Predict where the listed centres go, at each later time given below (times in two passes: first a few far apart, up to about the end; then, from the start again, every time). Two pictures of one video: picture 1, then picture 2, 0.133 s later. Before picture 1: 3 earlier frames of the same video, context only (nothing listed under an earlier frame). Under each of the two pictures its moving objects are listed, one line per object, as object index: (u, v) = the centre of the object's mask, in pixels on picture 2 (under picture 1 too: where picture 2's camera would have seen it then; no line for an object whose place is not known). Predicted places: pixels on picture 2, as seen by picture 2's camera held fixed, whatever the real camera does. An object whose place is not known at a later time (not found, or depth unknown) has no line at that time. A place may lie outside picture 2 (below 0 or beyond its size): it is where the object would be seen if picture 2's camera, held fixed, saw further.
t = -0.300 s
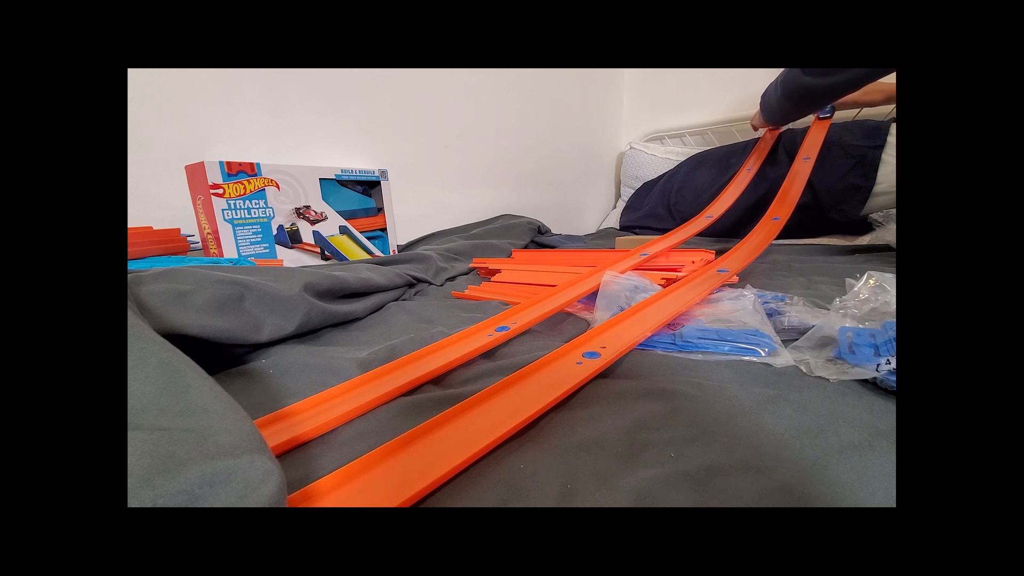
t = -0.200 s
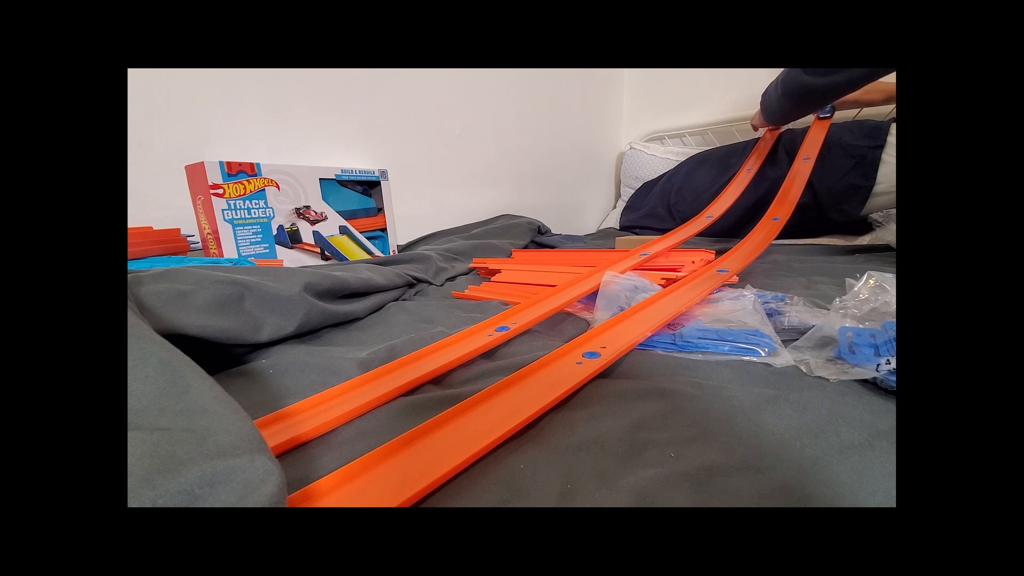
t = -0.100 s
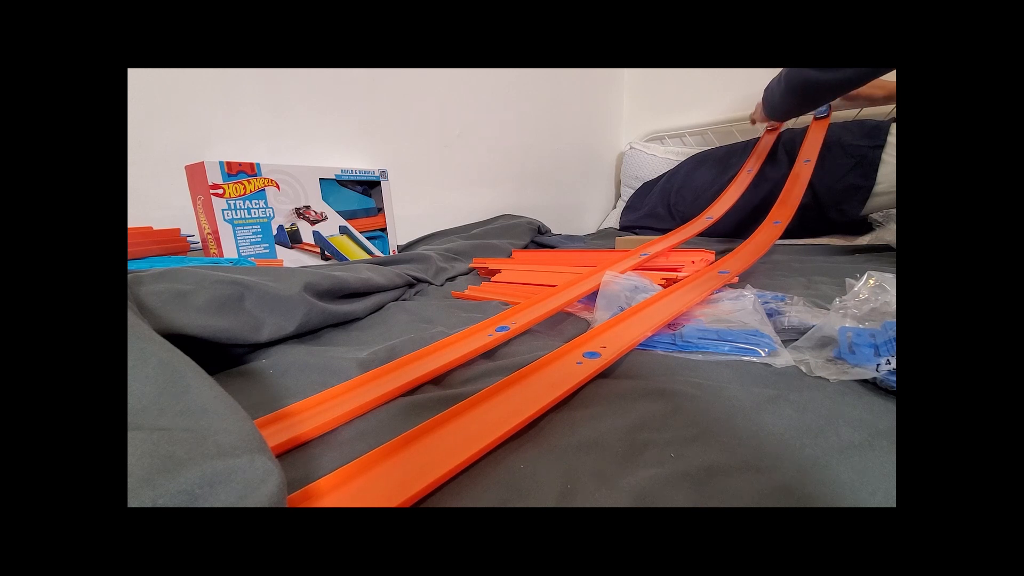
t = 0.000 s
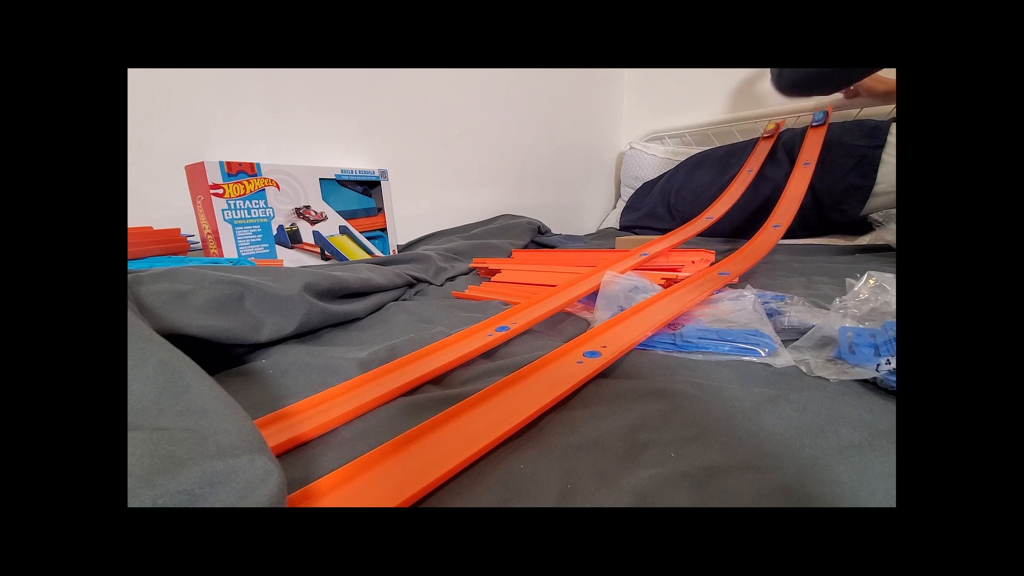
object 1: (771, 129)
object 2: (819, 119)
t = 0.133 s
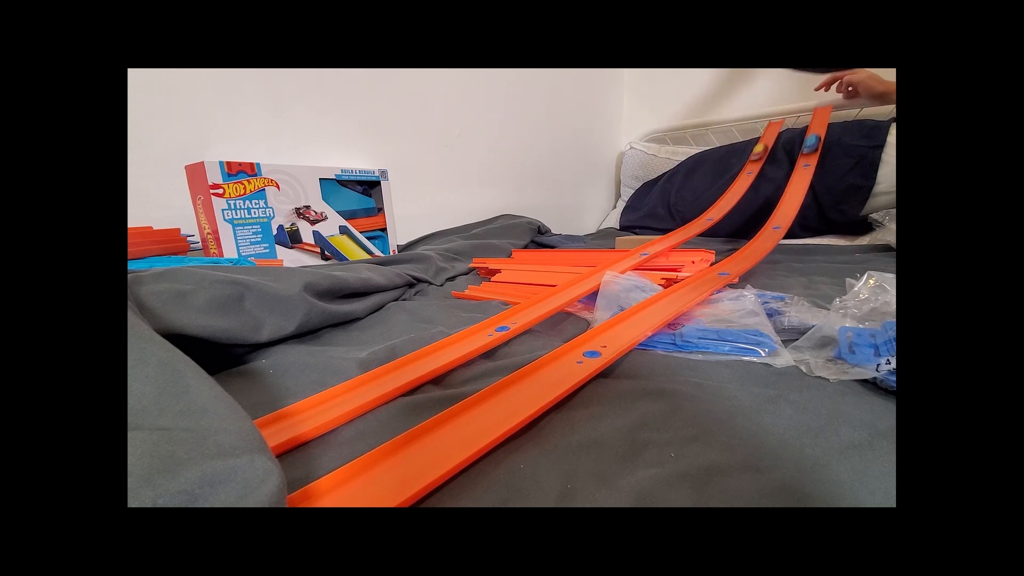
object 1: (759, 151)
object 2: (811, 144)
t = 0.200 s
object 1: (749, 170)
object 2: (804, 168)
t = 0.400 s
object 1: (698, 227)
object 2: (762, 258)
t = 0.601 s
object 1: (589, 273)
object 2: (660, 302)
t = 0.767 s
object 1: (288, 412)
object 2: (314, 490)
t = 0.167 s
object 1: (753, 160)
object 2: (807, 156)
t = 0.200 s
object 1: (749, 170)
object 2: (804, 168)
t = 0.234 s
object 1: (743, 181)
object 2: (800, 182)
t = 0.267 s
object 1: (736, 191)
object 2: (794, 198)
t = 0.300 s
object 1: (727, 202)
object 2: (787, 217)
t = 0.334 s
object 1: (719, 212)
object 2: (779, 236)
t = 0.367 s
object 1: (709, 221)
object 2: (771, 250)
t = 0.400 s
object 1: (698, 227)
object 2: (762, 258)
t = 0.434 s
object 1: (686, 231)
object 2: (752, 262)
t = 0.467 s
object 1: (674, 234)
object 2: (740, 266)
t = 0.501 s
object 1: (660, 239)
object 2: (725, 270)
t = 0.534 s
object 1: (639, 249)
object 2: (708, 277)
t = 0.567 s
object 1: (618, 259)
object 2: (686, 287)
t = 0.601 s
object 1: (589, 273)
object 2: (660, 302)
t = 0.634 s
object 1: (559, 291)
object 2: (625, 323)
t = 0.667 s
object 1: (513, 315)
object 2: (579, 353)
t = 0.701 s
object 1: (458, 340)
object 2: (511, 394)
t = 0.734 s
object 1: (376, 376)
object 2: (400, 459)
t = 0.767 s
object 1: (288, 412)
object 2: (314, 490)
